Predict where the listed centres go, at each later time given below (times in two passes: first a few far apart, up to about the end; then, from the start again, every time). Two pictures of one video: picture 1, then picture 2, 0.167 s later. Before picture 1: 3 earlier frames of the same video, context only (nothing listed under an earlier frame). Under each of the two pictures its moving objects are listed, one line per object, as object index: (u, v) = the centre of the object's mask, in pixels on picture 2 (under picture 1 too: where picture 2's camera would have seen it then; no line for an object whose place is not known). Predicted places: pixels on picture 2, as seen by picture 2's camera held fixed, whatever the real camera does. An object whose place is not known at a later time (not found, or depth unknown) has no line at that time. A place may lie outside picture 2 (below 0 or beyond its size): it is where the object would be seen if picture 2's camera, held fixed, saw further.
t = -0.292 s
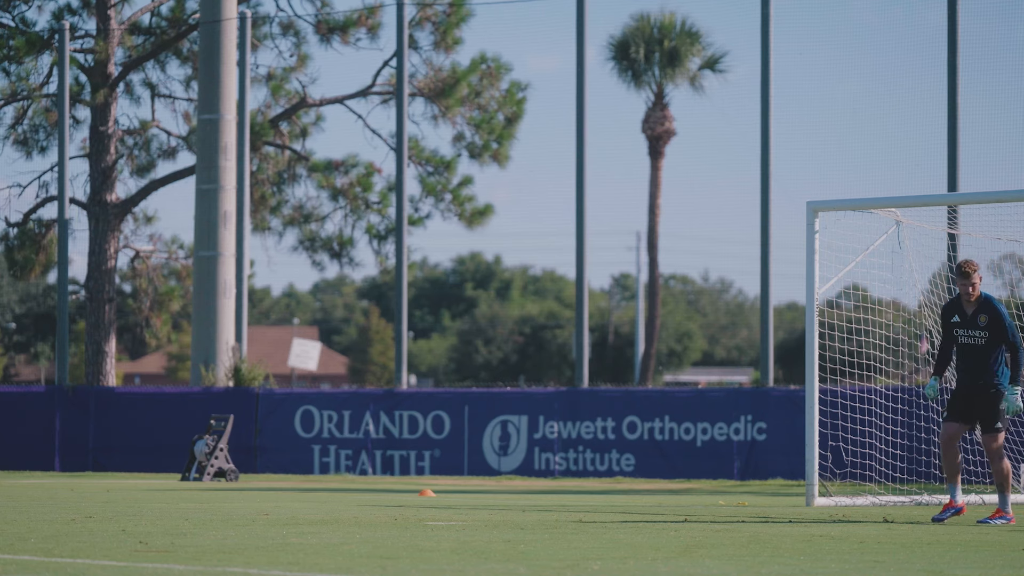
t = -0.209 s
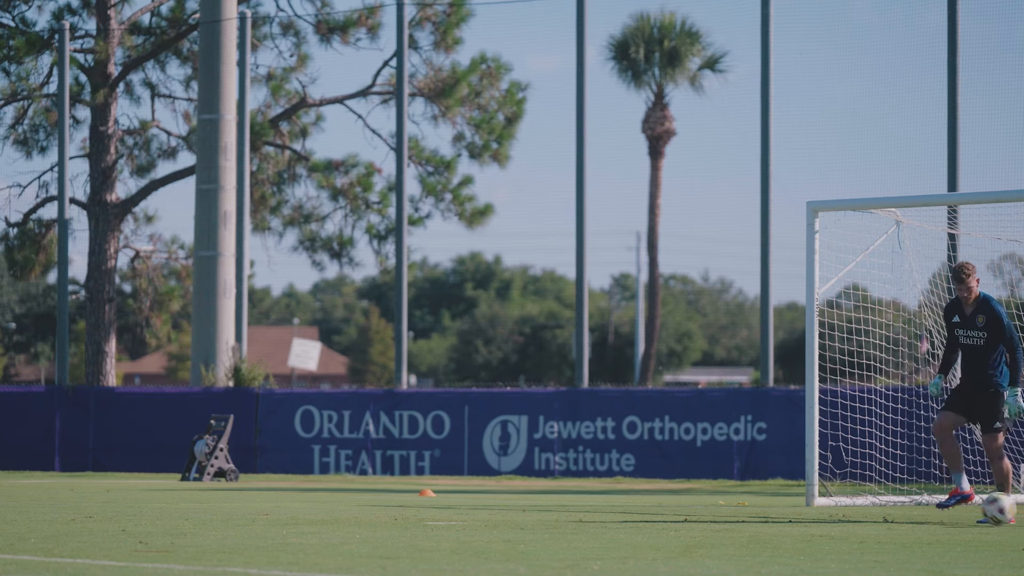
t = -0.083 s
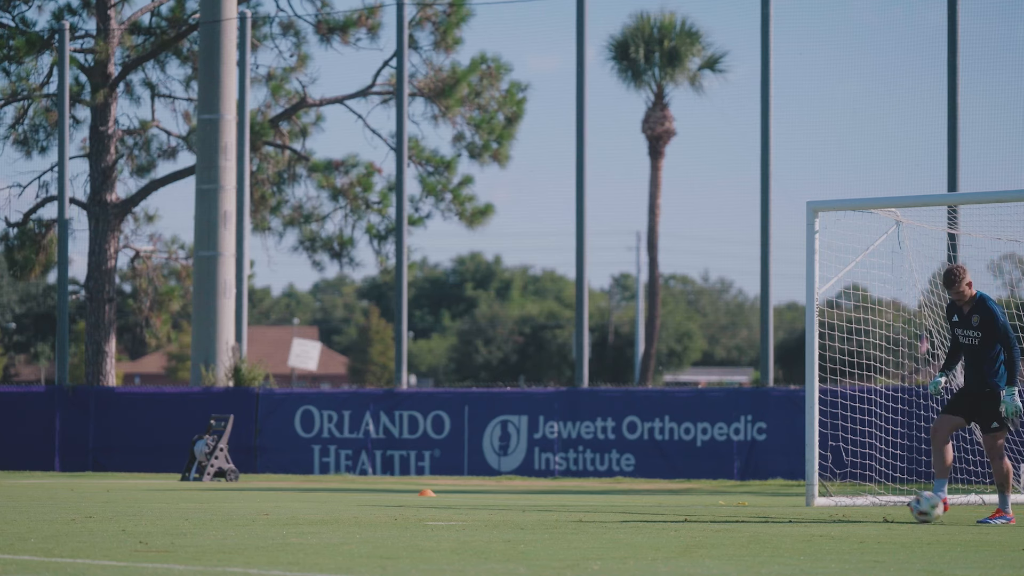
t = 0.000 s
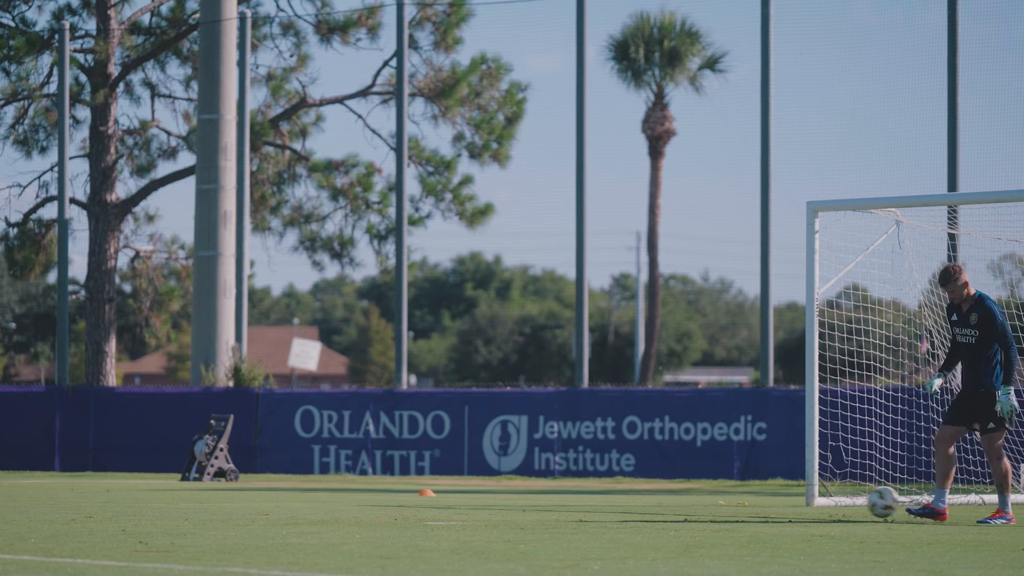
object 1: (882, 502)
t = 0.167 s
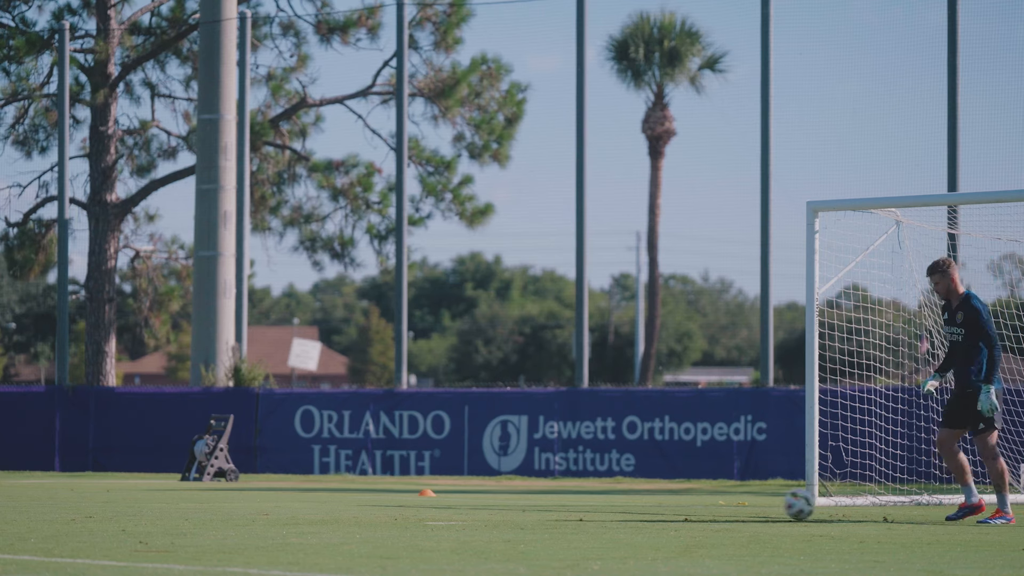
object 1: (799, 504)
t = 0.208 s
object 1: (785, 504)
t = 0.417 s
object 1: (697, 504)
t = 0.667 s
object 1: (605, 503)
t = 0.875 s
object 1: (538, 502)
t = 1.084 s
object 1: (470, 501)
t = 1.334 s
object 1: (400, 500)
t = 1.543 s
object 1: (351, 500)
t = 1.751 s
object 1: (302, 500)
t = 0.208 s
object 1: (785, 504)
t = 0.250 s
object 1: (764, 505)
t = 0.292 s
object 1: (750, 506)
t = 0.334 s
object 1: (730, 503)
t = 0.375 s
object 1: (717, 502)
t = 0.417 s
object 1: (697, 504)
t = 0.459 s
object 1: (684, 504)
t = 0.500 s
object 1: (665, 503)
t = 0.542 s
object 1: (653, 502)
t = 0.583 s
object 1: (634, 503)
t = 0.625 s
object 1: (622, 503)
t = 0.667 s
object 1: (605, 503)
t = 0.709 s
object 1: (593, 502)
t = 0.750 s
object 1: (576, 503)
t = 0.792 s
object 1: (565, 502)
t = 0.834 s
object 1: (549, 502)
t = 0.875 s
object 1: (538, 502)
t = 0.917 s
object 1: (521, 502)
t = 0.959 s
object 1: (511, 502)
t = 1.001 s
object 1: (495, 501)
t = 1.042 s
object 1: (485, 501)
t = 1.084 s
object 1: (470, 501)
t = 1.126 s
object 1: (460, 501)
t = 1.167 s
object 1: (446, 501)
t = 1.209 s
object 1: (435, 500)
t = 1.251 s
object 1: (422, 500)
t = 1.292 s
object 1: (413, 500)
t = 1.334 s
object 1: (400, 500)
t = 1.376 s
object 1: (391, 500)
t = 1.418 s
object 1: (378, 500)
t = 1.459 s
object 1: (370, 500)
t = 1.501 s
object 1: (358, 500)
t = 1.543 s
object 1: (351, 500)
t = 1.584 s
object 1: (339, 500)
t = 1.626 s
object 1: (331, 500)
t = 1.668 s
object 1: (320, 500)
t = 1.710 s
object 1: (313, 500)
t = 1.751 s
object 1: (302, 500)
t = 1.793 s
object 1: (295, 499)
